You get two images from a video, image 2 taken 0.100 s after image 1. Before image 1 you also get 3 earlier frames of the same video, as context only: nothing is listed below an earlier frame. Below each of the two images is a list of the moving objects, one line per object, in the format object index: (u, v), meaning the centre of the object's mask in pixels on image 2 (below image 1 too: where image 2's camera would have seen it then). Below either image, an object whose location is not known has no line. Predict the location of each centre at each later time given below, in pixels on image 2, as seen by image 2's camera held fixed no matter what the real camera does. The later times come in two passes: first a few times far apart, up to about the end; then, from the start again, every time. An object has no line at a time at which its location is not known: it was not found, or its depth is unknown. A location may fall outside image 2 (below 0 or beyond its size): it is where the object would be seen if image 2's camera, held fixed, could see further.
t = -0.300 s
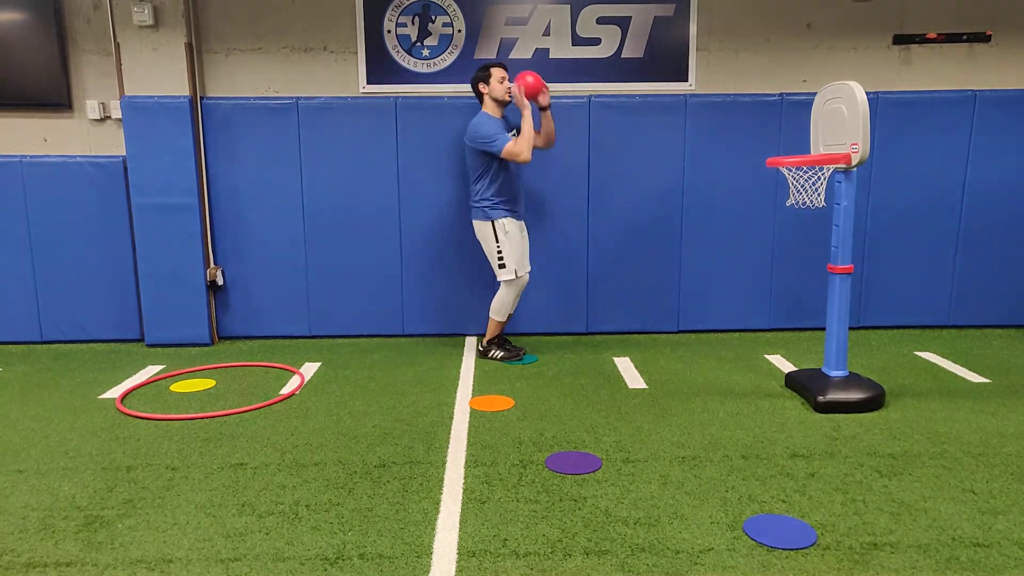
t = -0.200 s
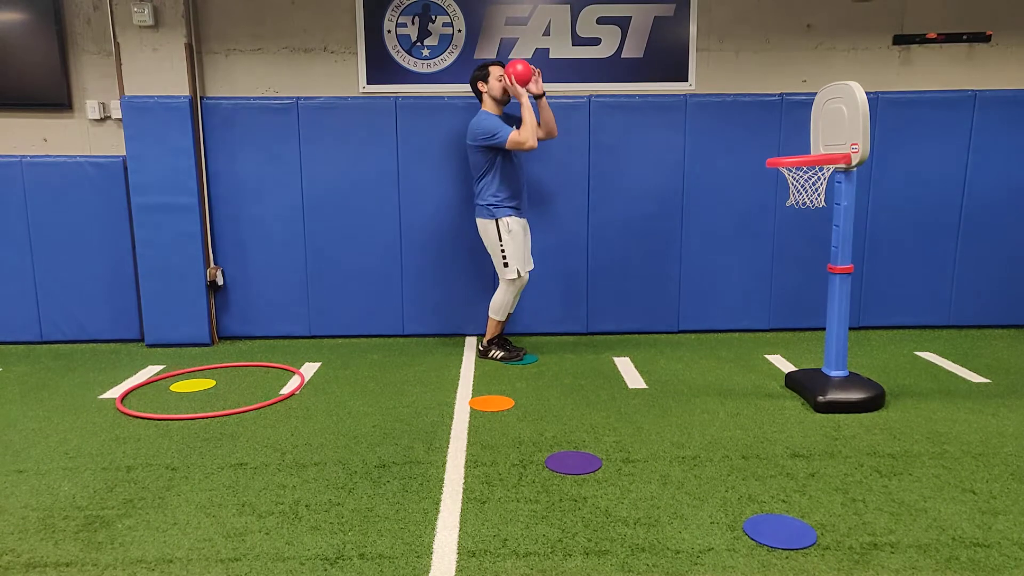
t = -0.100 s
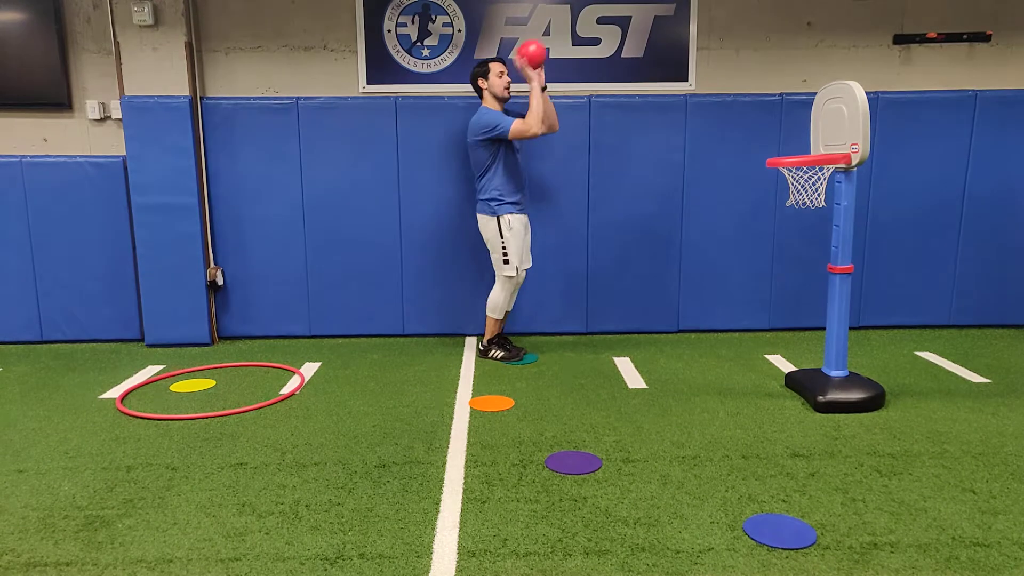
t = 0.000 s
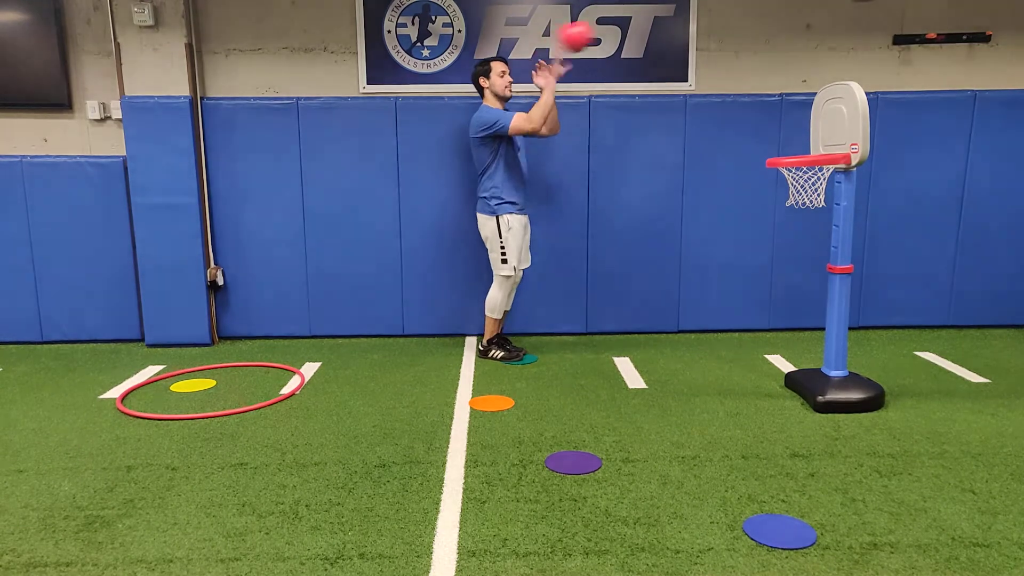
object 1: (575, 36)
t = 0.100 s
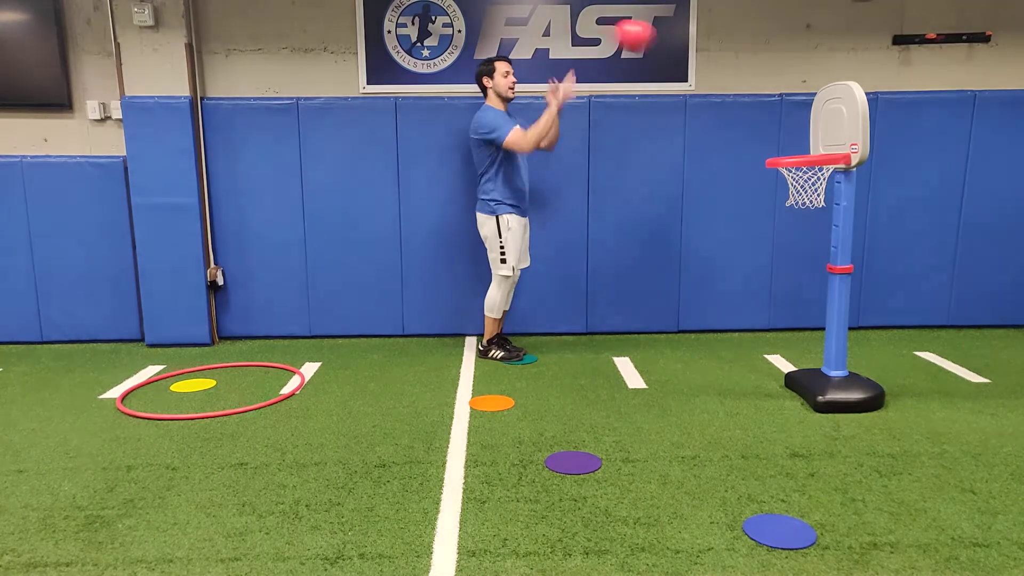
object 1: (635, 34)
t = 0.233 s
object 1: (715, 64)
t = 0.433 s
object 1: (818, 177)
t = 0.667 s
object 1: (771, 253)
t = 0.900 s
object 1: (733, 358)
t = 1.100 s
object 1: (713, 301)
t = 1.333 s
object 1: (689, 321)
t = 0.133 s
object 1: (654, 39)
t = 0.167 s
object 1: (671, 45)
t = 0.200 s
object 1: (694, 54)
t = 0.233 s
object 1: (715, 64)
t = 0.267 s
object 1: (737, 78)
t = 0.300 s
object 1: (760, 96)
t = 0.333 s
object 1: (781, 115)
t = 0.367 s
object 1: (798, 133)
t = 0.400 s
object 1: (823, 150)
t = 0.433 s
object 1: (818, 177)
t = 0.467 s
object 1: (809, 183)
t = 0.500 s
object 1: (801, 189)
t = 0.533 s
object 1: (796, 200)
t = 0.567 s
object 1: (789, 209)
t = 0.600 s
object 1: (784, 221)
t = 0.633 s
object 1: (777, 236)
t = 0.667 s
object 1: (771, 253)
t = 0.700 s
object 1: (765, 272)
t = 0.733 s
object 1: (759, 293)
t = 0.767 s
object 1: (753, 315)
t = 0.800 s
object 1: (747, 341)
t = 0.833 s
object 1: (741, 367)
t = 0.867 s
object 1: (736, 374)
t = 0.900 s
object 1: (733, 358)
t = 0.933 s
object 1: (730, 343)
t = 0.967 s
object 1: (726, 331)
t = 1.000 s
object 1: (723, 320)
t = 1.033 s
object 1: (720, 311)
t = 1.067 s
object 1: (716, 305)
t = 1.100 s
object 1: (713, 301)
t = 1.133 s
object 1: (710, 298)
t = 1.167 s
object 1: (707, 298)
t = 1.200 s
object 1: (703, 299)
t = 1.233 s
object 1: (700, 302)
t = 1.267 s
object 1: (696, 307)
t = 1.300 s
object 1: (693, 313)
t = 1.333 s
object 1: (689, 321)
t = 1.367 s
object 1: (686, 331)
